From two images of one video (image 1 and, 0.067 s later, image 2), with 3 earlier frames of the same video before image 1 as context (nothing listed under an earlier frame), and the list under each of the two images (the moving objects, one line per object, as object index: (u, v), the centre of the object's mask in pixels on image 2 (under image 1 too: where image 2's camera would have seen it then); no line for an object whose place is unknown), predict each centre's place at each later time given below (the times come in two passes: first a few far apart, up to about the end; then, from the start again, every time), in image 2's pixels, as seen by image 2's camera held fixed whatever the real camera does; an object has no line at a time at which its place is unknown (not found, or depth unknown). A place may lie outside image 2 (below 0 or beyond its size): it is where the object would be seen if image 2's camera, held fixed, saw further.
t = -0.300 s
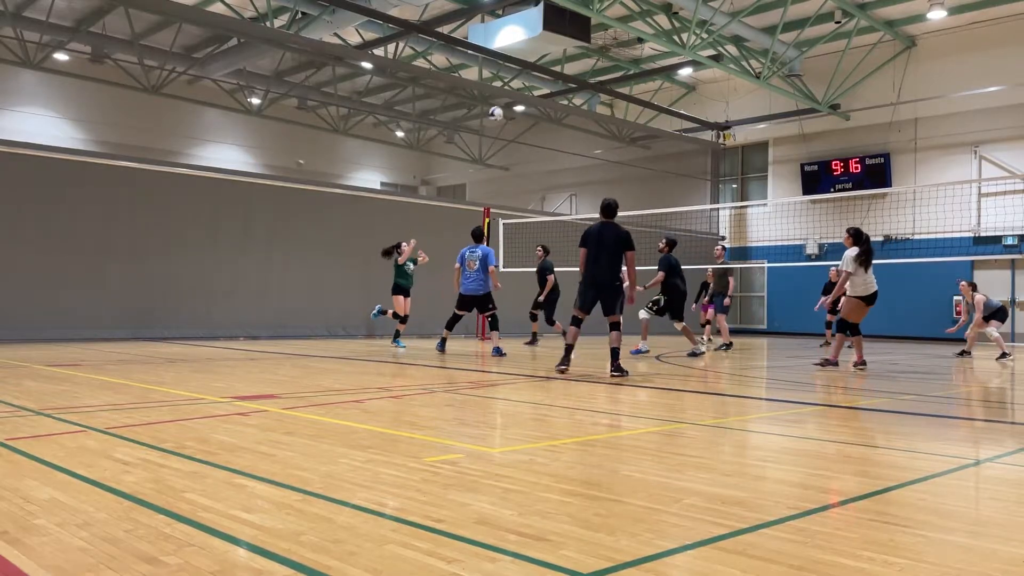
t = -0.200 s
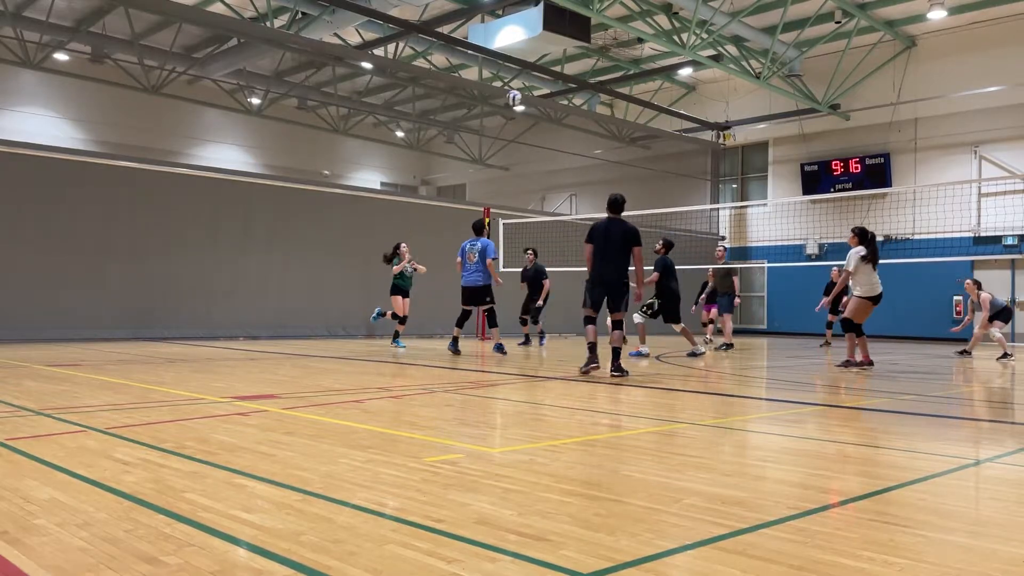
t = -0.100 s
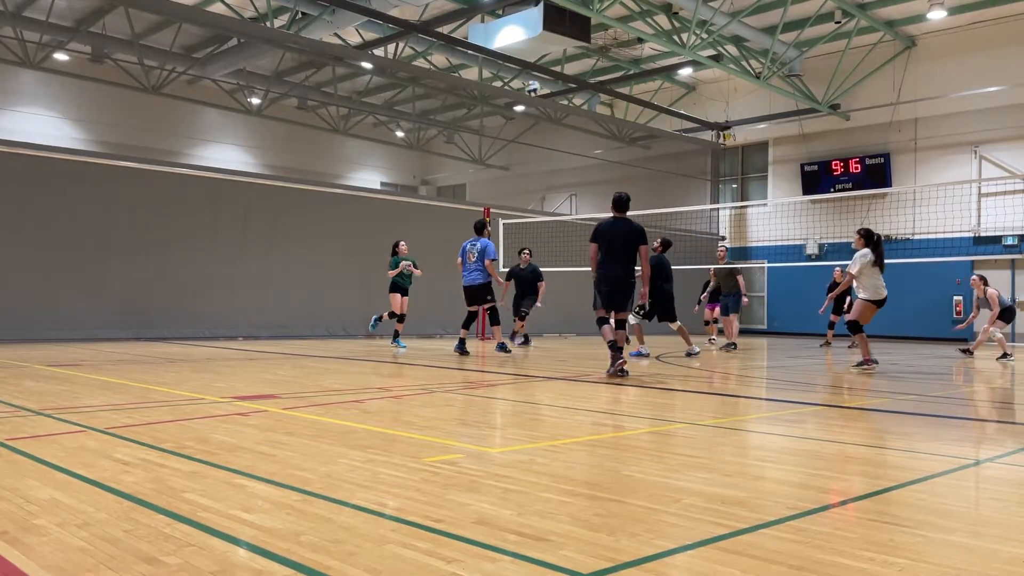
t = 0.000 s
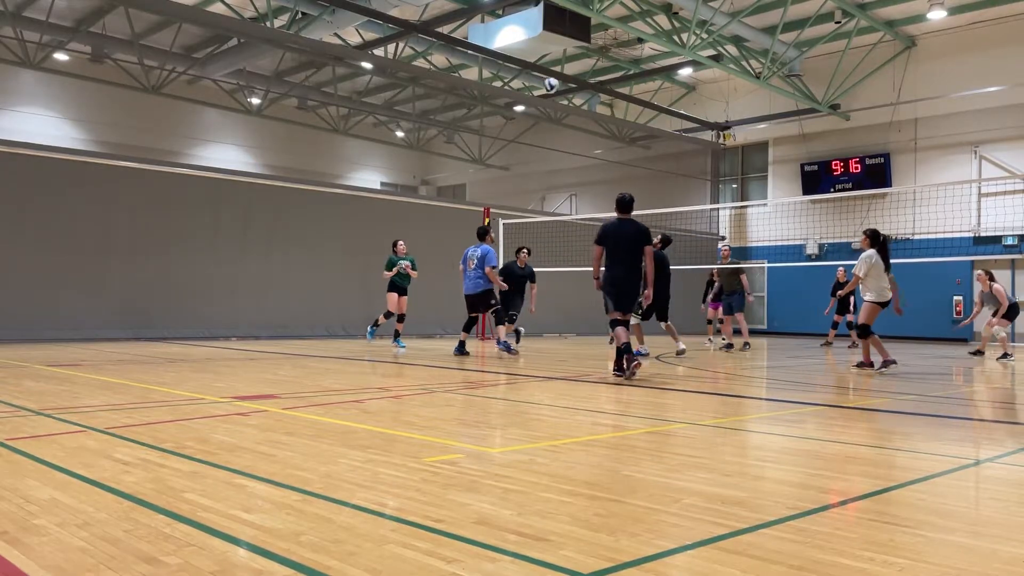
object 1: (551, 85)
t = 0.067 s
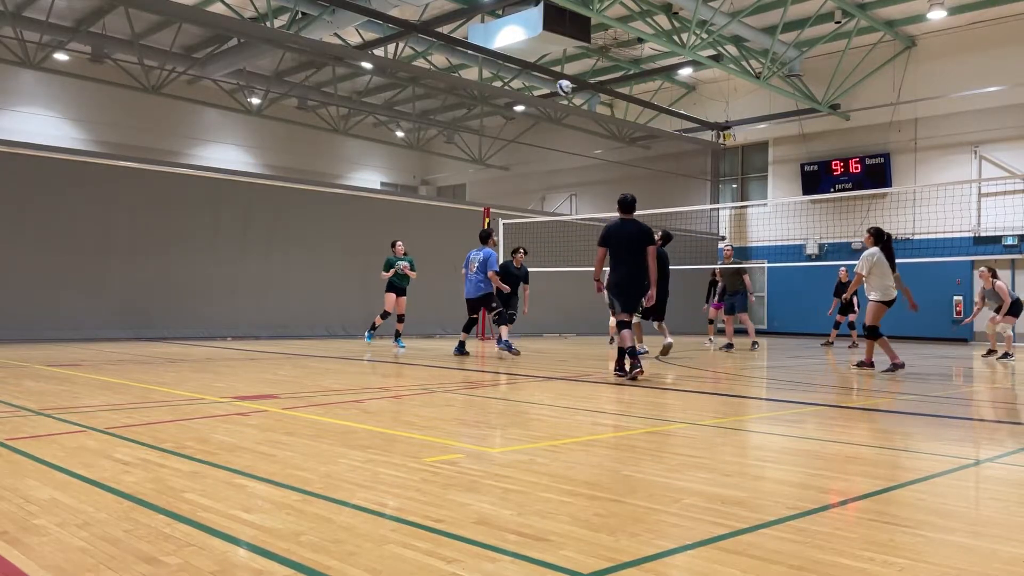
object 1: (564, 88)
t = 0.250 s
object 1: (599, 110)
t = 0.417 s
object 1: (631, 152)
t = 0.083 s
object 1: (567, 89)
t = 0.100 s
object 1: (570, 90)
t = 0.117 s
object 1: (573, 91)
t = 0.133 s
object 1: (576, 92)
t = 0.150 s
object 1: (579, 94)
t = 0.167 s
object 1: (583, 97)
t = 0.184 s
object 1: (586, 98)
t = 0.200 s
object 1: (590, 101)
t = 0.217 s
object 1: (592, 103)
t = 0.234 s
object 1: (596, 107)
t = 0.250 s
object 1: (599, 110)
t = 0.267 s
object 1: (602, 113)
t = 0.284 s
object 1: (605, 117)
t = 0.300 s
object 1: (609, 120)
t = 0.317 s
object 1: (612, 125)
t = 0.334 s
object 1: (615, 129)
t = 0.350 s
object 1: (619, 133)
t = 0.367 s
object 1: (622, 138)
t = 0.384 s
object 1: (625, 142)
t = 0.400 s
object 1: (628, 147)
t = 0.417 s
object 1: (631, 152)
